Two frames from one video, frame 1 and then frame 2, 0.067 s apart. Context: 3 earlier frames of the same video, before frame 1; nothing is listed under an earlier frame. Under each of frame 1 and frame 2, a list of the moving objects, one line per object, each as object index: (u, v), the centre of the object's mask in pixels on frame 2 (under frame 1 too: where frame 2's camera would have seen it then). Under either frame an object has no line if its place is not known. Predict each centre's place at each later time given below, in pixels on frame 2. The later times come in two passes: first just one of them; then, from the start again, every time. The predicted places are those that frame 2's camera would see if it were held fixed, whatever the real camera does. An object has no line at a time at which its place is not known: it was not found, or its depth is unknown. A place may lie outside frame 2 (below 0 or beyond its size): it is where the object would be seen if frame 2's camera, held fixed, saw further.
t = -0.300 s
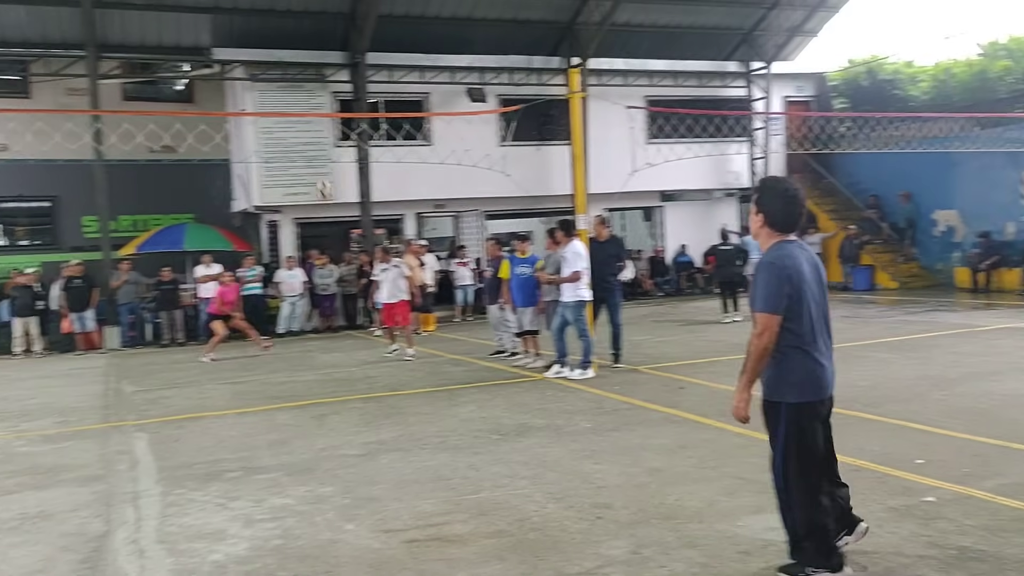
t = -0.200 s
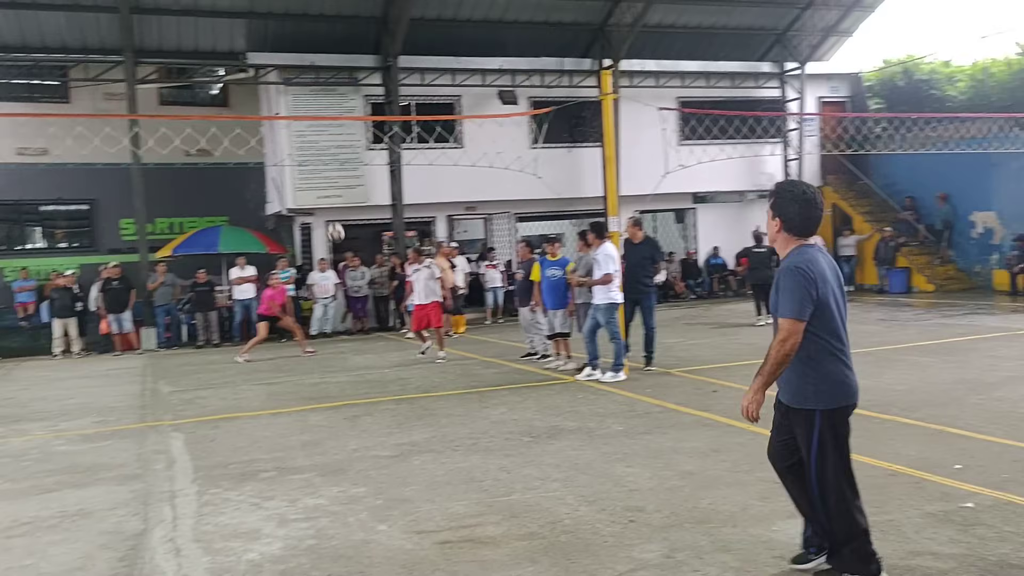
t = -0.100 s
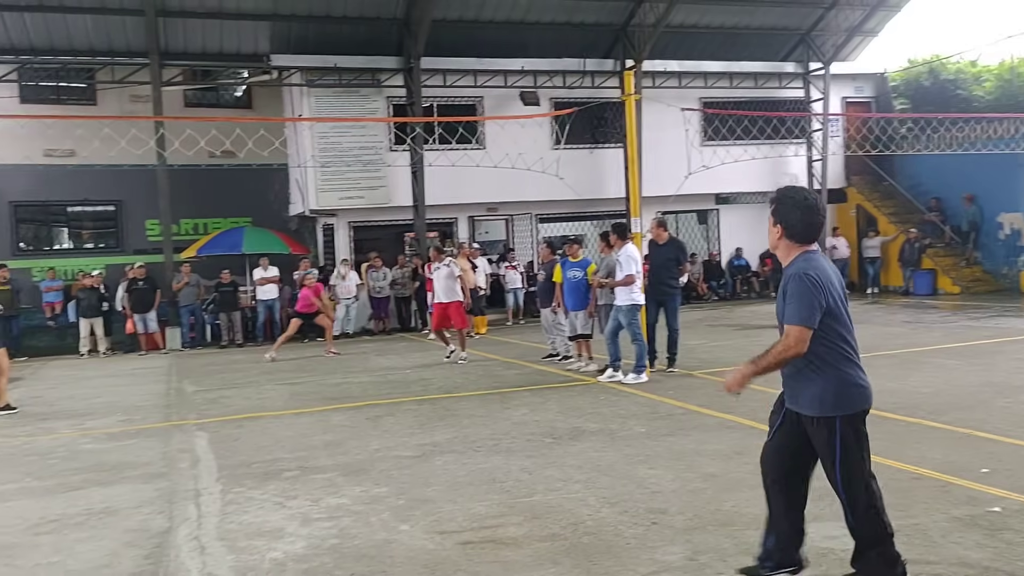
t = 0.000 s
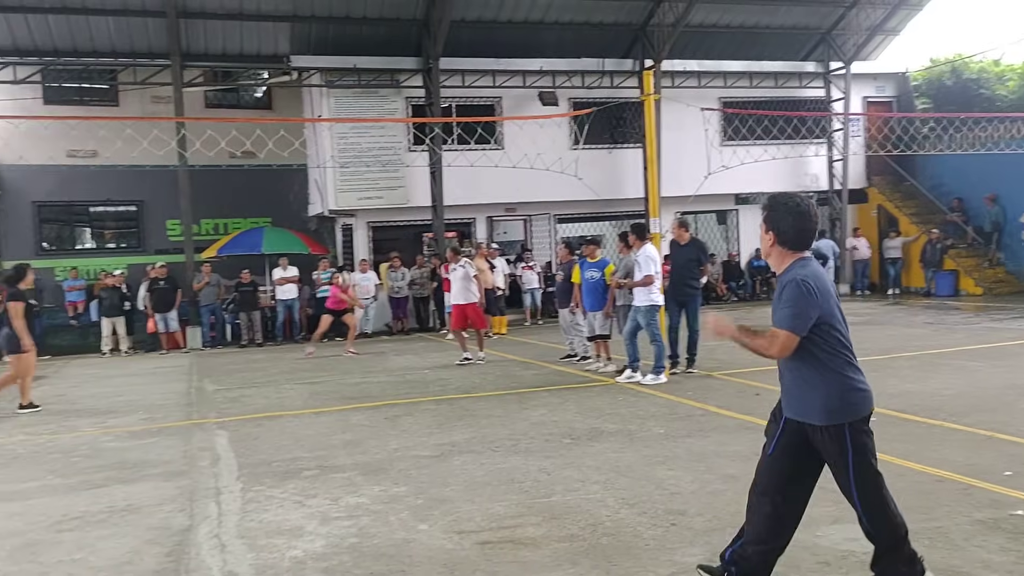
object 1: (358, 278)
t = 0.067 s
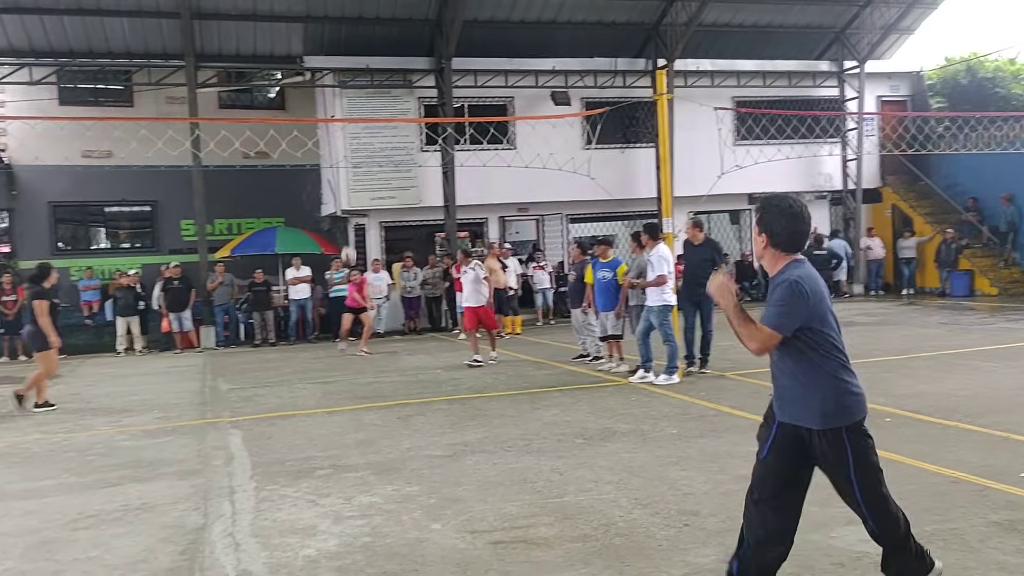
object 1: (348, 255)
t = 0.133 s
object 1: (338, 233)
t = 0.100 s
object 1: (344, 245)
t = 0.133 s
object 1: (338, 233)
